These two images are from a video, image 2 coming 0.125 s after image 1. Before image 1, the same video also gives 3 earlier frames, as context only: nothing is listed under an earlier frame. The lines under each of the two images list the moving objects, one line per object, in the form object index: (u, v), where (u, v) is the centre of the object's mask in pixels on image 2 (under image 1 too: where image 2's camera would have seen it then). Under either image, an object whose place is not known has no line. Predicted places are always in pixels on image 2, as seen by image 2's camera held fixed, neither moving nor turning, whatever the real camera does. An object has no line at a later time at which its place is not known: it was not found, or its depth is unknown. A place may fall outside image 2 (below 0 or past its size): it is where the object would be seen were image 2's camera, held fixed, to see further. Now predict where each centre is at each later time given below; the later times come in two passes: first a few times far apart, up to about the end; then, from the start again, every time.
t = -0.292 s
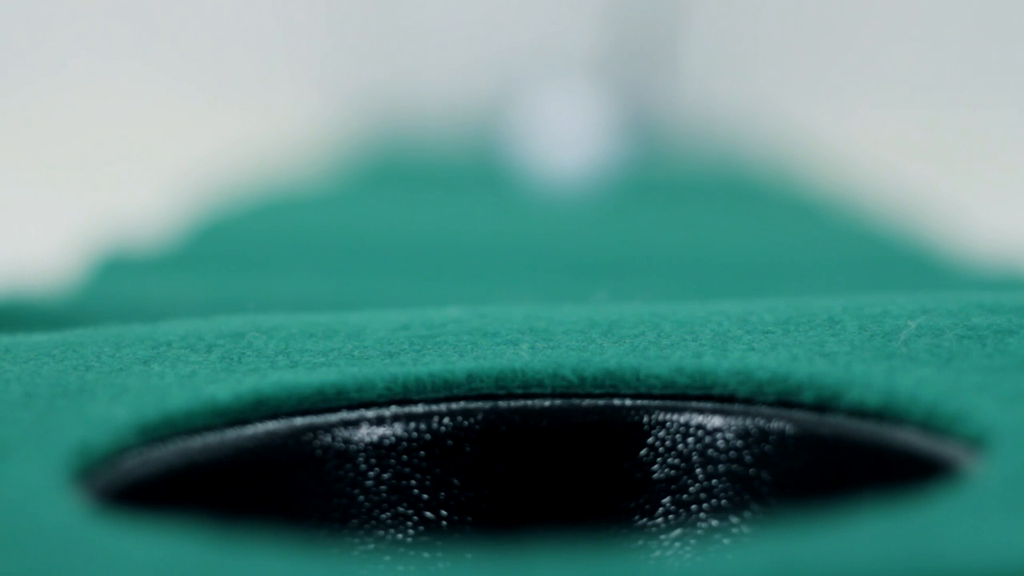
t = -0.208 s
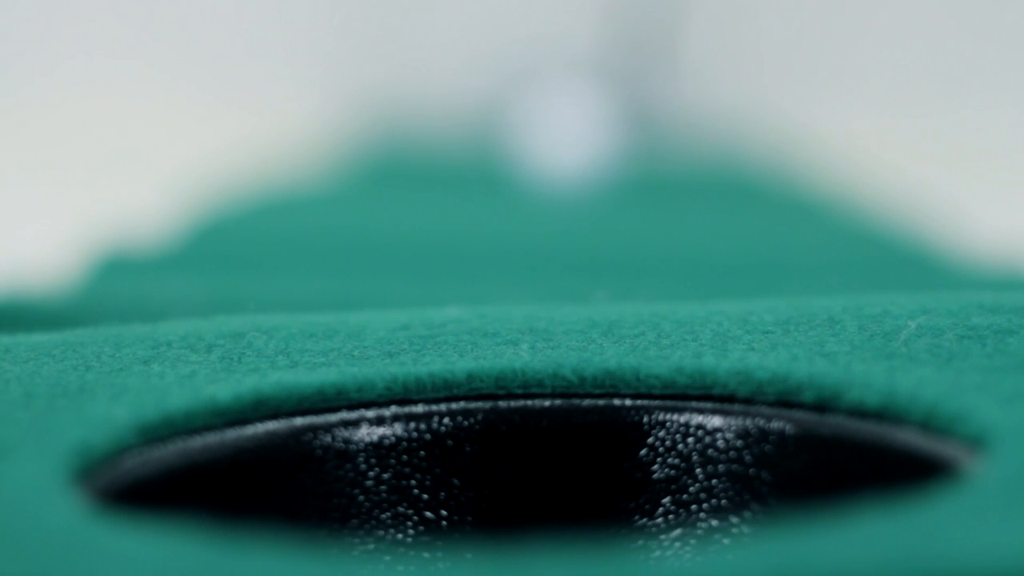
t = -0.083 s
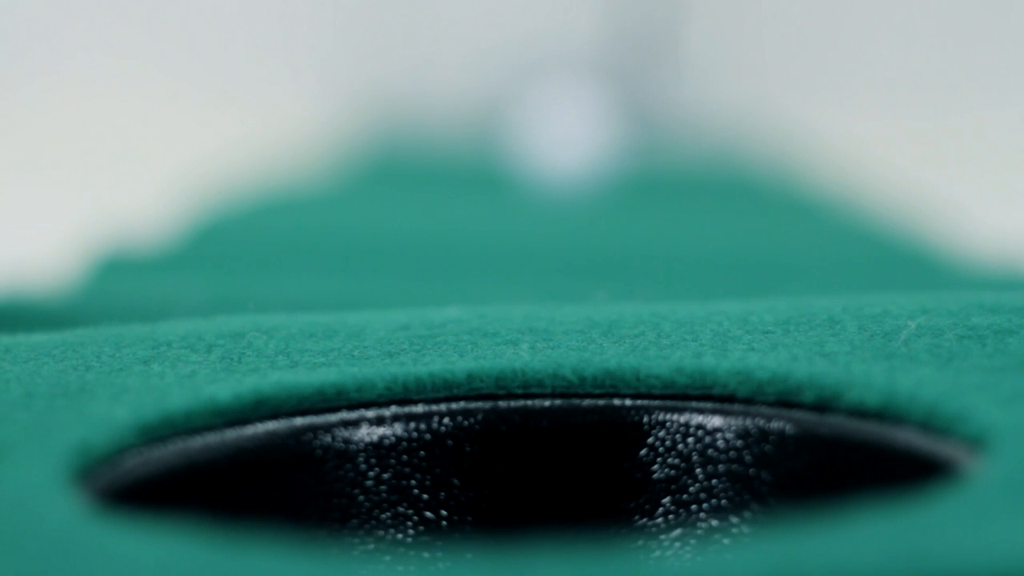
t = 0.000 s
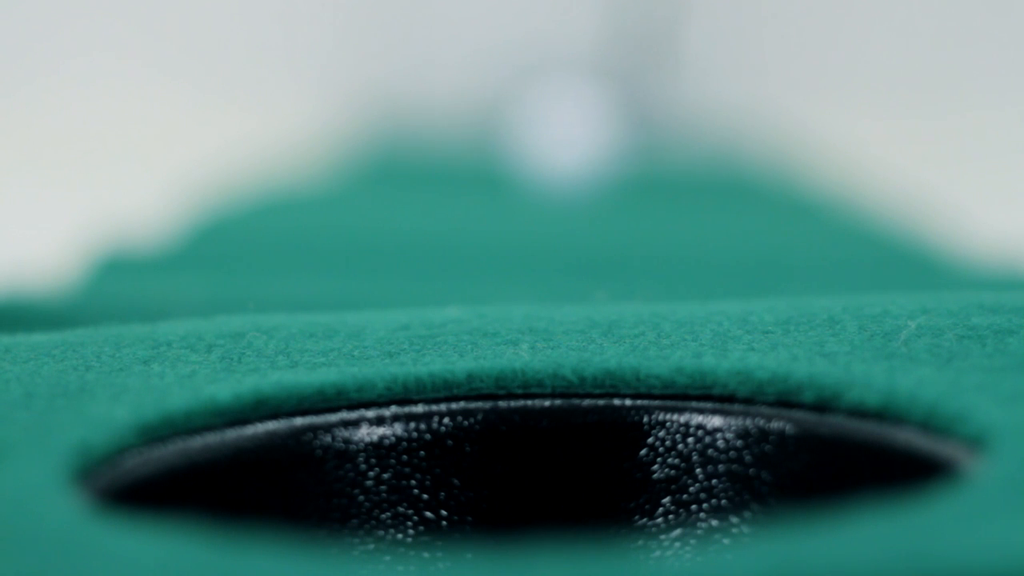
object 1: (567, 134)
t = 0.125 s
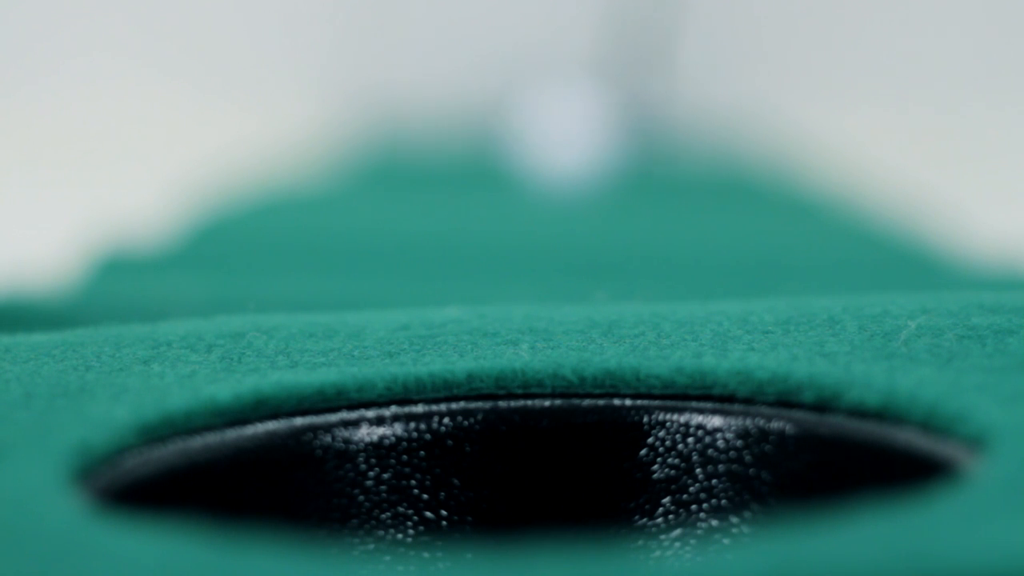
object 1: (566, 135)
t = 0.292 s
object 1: (565, 135)
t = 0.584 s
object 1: (595, 172)
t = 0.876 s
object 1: (666, 220)
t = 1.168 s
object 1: (743, 223)
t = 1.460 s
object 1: (723, 185)
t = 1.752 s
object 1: (574, 188)
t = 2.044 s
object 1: (431, 197)
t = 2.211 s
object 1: (350, 207)
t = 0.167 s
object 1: (565, 136)
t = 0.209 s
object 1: (565, 135)
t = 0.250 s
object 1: (565, 135)
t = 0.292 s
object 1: (565, 135)
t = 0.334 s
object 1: (568, 132)
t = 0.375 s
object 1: (572, 135)
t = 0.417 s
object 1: (574, 145)
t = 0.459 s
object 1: (577, 153)
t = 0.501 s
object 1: (583, 156)
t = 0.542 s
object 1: (587, 164)
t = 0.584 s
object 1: (595, 172)
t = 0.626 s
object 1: (603, 181)
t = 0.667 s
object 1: (612, 186)
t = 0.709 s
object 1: (621, 189)
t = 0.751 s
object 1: (630, 191)
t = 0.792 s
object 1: (642, 189)
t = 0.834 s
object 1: (655, 191)
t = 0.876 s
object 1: (666, 220)
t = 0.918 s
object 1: (679, 230)
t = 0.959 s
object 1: (691, 229)
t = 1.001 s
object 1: (702, 220)
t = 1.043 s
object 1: (715, 216)
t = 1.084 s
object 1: (725, 232)
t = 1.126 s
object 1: (735, 229)
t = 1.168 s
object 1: (743, 223)
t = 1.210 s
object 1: (750, 221)
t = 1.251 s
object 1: (754, 216)
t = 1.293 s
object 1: (754, 212)
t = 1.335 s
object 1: (753, 203)
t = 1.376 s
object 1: (747, 196)
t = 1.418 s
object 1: (739, 188)
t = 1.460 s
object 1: (723, 185)
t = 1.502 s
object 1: (705, 183)
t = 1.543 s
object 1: (683, 183)
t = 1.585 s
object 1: (662, 183)
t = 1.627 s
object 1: (640, 184)
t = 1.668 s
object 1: (618, 185)
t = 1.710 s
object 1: (595, 187)
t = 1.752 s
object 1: (574, 188)
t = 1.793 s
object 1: (553, 190)
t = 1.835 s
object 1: (531, 191)
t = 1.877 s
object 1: (511, 192)
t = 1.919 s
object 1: (490, 193)
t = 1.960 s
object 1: (470, 194)
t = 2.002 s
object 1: (450, 196)
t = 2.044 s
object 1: (431, 197)
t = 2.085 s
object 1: (412, 200)
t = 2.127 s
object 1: (393, 202)
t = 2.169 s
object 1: (372, 205)
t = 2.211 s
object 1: (350, 207)
